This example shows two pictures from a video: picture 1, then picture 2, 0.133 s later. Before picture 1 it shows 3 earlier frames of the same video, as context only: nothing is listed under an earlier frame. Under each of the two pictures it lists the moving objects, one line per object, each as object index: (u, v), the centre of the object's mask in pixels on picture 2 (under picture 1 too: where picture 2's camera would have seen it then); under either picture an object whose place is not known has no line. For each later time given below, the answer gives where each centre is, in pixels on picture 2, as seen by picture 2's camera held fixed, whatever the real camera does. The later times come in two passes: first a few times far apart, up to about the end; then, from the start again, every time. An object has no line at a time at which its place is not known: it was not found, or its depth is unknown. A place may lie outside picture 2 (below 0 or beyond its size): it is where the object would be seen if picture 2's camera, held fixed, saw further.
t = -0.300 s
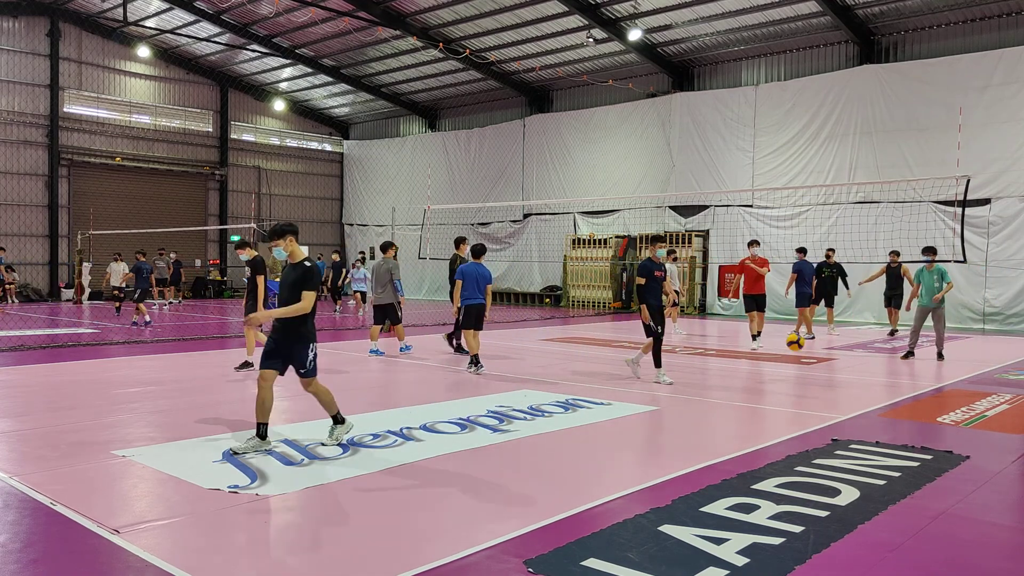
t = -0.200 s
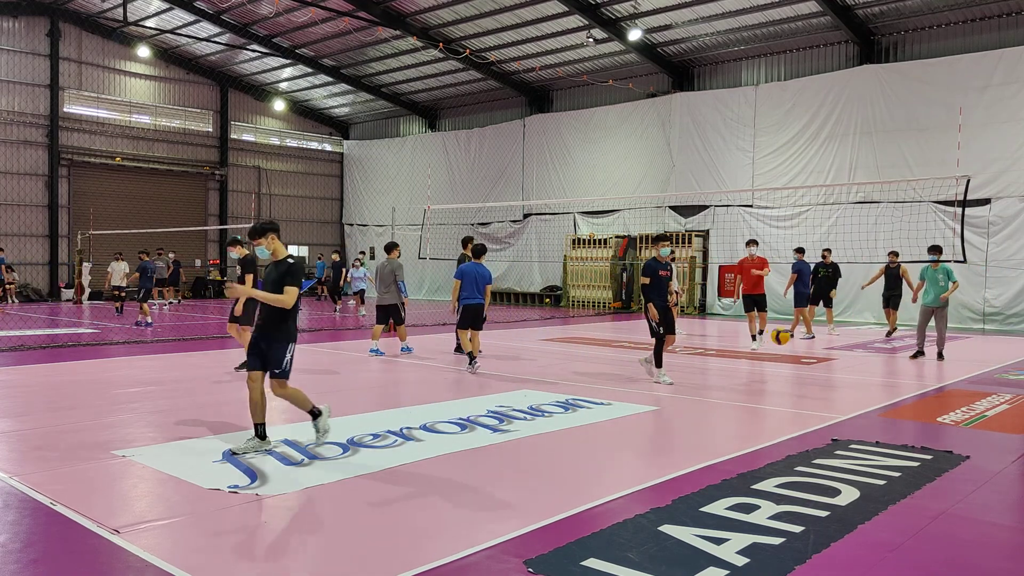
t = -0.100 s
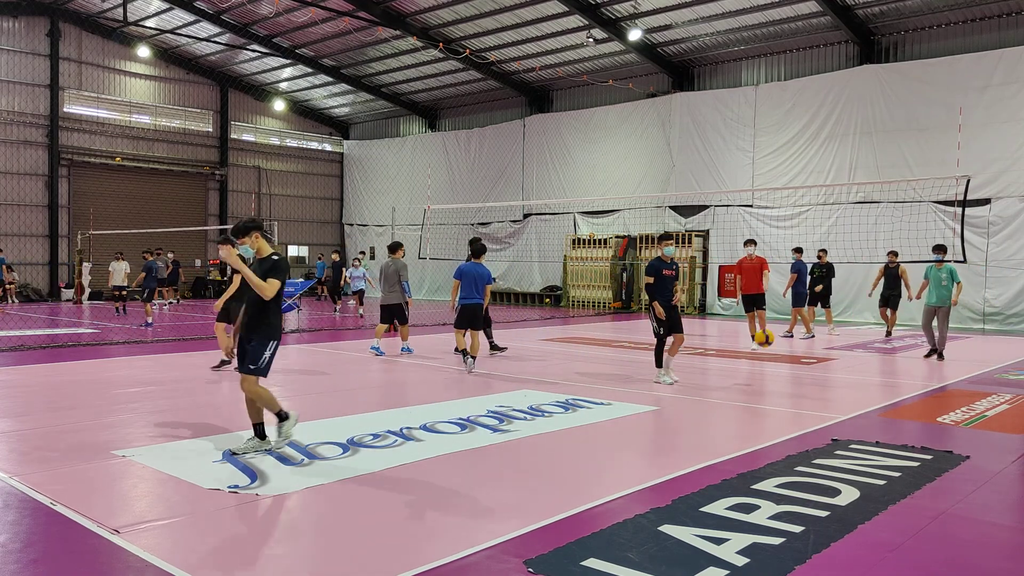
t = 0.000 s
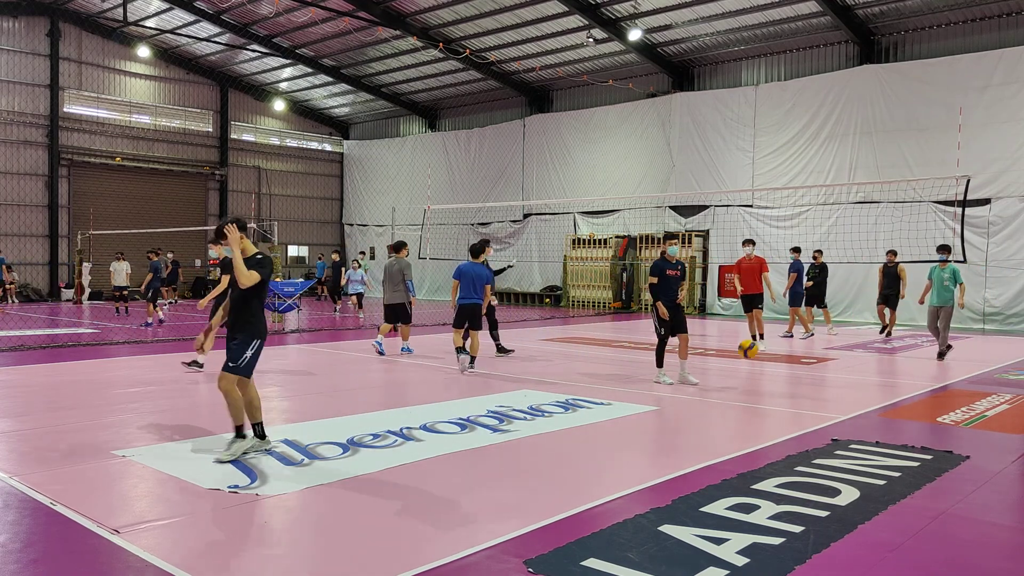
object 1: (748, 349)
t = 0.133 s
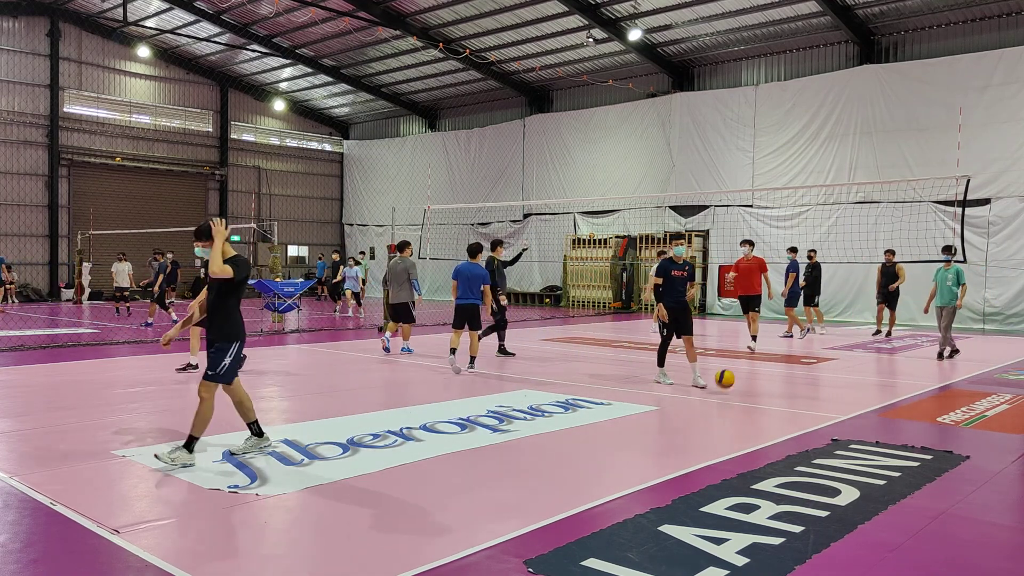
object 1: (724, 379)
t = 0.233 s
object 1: (706, 372)
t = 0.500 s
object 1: (652, 363)
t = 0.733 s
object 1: (600, 394)
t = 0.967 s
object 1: (543, 382)
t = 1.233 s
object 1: (469, 405)
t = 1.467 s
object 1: (397, 414)
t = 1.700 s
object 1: (315, 421)
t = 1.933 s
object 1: (223, 453)
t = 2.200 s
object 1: (99, 473)
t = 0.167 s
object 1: (719, 384)
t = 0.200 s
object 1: (712, 377)
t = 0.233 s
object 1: (706, 372)
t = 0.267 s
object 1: (700, 367)
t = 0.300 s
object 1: (693, 364)
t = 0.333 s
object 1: (687, 361)
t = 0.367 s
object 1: (680, 359)
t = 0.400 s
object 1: (674, 358)
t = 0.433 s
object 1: (667, 359)
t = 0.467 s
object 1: (659, 360)
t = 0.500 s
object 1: (652, 363)
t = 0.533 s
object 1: (645, 367)
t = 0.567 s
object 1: (638, 372)
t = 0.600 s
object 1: (631, 377)
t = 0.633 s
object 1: (623, 385)
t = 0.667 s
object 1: (615, 393)
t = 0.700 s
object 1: (608, 400)
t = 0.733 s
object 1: (600, 394)
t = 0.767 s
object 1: (593, 389)
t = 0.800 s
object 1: (585, 385)
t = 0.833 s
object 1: (576, 382)
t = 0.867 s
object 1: (568, 380)
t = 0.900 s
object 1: (560, 380)
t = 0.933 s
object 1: (552, 381)
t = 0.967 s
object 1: (543, 382)
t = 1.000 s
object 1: (534, 385)
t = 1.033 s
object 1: (525, 390)
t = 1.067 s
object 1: (516, 396)
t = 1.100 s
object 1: (506, 403)
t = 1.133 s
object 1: (498, 412)
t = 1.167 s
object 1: (488, 415)
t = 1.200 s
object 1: (479, 409)
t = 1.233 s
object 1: (469, 405)
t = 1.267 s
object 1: (459, 402)
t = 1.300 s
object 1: (449, 401)
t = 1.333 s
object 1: (439, 401)
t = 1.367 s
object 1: (429, 402)
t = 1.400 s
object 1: (419, 404)
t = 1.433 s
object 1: (408, 409)
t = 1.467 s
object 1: (397, 414)
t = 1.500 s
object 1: (386, 422)
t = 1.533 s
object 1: (374, 431)
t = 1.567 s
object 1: (362, 432)
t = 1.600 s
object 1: (351, 426)
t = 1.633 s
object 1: (340, 423)
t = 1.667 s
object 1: (328, 421)
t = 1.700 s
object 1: (315, 421)
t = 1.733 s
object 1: (303, 422)
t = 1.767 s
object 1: (291, 424)
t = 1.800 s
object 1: (277, 429)
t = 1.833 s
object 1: (264, 435)
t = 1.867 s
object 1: (250, 443)
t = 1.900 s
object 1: (237, 452)
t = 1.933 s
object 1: (223, 453)
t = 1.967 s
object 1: (208, 449)
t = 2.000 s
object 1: (194, 447)
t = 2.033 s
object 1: (179, 447)
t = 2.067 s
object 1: (164, 448)
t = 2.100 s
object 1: (148, 451)
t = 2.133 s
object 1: (132, 457)
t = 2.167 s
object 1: (116, 464)
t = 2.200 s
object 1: (99, 473)
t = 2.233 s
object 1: (82, 476)
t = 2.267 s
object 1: (64, 473)
